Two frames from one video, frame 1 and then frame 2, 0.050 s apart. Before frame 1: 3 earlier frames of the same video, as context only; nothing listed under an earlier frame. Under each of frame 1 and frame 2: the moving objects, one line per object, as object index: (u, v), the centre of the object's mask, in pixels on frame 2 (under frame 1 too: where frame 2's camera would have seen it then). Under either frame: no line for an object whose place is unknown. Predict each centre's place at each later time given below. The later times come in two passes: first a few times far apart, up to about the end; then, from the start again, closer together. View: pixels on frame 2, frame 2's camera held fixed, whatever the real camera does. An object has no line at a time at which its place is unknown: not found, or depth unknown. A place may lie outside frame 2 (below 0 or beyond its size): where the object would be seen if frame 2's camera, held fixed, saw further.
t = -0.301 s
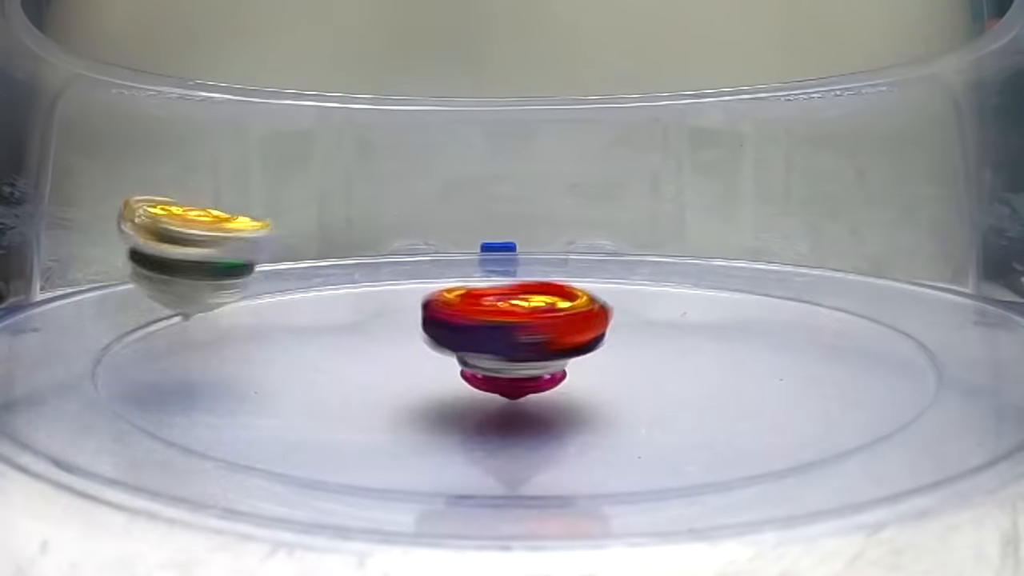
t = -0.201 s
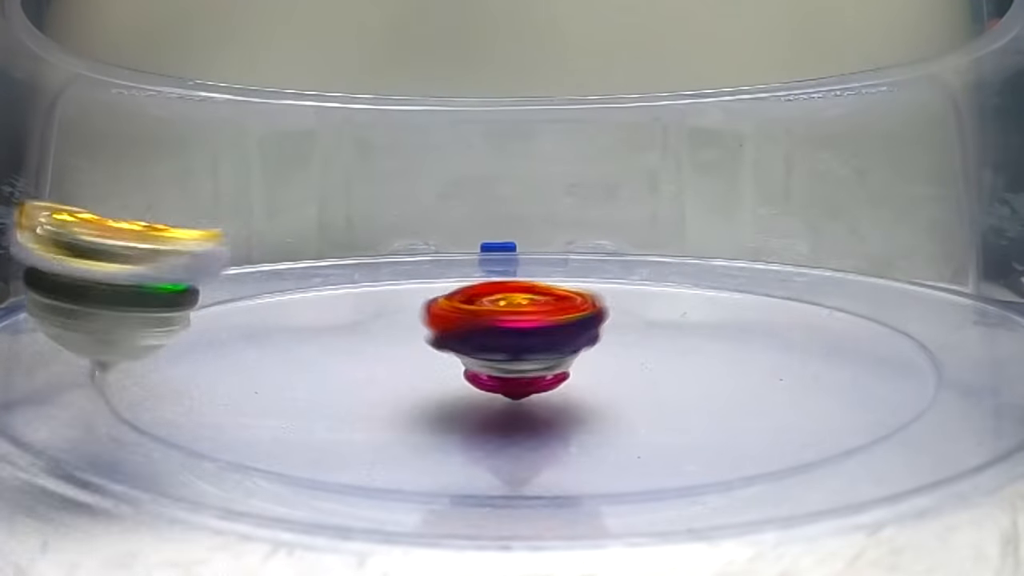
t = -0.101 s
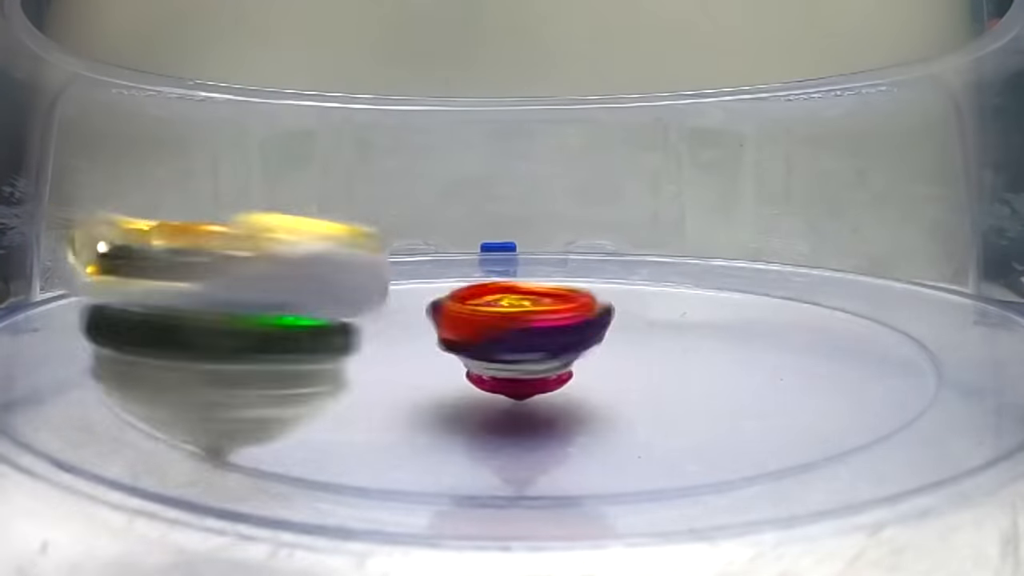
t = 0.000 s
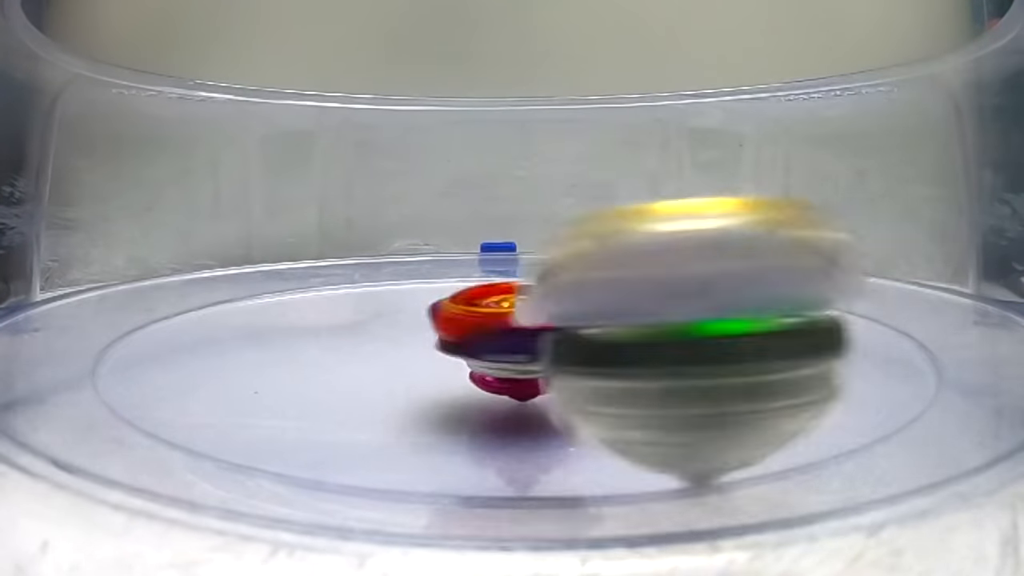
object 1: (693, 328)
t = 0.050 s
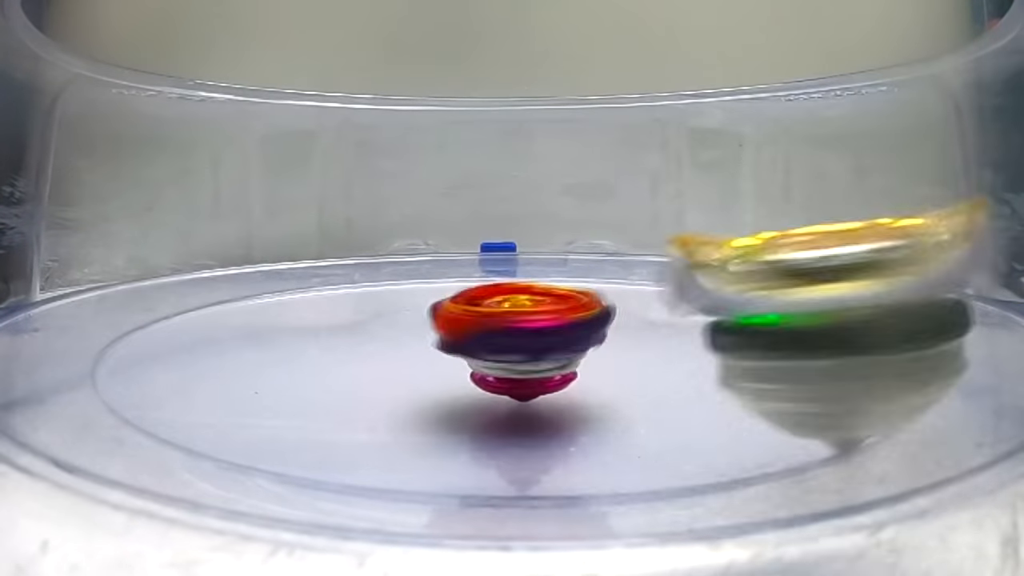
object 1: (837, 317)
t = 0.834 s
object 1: (142, 302)
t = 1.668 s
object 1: (180, 256)
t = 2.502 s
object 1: (389, 235)
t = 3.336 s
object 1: (640, 236)
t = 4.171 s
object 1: (852, 256)
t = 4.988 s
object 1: (863, 311)
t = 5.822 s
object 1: (192, 317)
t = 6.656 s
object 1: (176, 256)
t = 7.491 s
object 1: (426, 236)
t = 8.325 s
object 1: (692, 238)
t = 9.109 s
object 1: (920, 287)
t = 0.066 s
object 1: (882, 306)
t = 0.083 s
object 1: (904, 299)
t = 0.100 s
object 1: (919, 296)
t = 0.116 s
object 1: (924, 288)
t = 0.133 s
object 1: (923, 280)
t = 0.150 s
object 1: (918, 276)
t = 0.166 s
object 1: (910, 270)
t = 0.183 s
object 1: (904, 267)
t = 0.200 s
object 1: (883, 264)
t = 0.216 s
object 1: (869, 261)
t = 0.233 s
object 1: (851, 256)
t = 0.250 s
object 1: (832, 253)
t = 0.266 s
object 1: (808, 247)
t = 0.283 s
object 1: (785, 245)
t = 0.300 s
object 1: (762, 242)
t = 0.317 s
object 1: (749, 242)
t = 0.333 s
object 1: (721, 239)
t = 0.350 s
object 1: (696, 238)
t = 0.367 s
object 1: (670, 236)
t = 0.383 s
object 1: (645, 236)
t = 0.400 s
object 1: (618, 234)
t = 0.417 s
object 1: (591, 234)
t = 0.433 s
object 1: (564, 234)
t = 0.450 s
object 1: (536, 234)
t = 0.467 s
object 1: (503, 234)
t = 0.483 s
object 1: (491, 234)
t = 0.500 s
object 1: (454, 234)
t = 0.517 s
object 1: (428, 235)
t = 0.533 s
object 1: (400, 235)
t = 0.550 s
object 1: (374, 237)
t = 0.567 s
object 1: (347, 237)
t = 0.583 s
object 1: (321, 238)
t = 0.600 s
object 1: (295, 241)
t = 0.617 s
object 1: (270, 243)
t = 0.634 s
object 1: (240, 246)
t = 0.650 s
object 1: (217, 248)
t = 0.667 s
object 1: (198, 253)
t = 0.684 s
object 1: (176, 256)
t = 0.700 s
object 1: (159, 262)
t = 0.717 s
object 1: (151, 262)
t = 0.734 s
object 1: (132, 268)
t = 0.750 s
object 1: (120, 272)
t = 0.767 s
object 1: (113, 277)
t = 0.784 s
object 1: (109, 283)
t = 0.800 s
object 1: (113, 289)
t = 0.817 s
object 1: (122, 295)
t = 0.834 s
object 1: (142, 302)
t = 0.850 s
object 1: (170, 310)
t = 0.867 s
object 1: (209, 317)
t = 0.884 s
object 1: (260, 322)
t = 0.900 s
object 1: (326, 328)
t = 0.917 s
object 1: (401, 333)
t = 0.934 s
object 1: (507, 332)
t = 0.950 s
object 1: (591, 333)
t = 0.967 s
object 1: (672, 328)
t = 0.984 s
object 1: (695, 327)
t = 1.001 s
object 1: (777, 324)
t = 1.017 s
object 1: (824, 319)
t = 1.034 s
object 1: (862, 311)
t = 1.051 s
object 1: (889, 303)
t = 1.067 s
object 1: (914, 296)
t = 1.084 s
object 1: (920, 290)
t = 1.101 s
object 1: (924, 283)
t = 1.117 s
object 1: (924, 282)
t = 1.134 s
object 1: (916, 272)
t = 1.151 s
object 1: (906, 268)
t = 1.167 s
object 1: (893, 264)
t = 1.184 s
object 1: (878, 261)
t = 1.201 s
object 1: (861, 256)
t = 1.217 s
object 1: (843, 253)
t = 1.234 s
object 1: (824, 249)
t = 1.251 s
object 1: (811, 249)
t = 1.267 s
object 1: (781, 244)
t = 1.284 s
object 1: (758, 242)
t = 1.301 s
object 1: (734, 240)
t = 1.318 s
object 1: (710, 239)
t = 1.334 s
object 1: (685, 237)
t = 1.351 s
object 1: (652, 236)
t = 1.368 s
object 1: (627, 234)
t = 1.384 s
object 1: (600, 234)
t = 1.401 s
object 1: (574, 234)
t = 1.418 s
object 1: (547, 234)
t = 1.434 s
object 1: (521, 235)
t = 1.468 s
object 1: (474, 234)
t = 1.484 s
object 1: (448, 235)
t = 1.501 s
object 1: (414, 235)
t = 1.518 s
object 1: (386, 235)
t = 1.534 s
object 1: (360, 236)
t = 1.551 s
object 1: (348, 239)
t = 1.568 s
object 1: (317, 239)
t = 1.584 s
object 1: (293, 242)
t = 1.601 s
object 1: (269, 243)
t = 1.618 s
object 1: (245, 246)
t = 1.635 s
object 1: (221, 249)
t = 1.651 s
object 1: (200, 252)
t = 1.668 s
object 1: (180, 256)
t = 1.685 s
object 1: (167, 261)
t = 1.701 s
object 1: (146, 264)
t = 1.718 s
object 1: (131, 270)
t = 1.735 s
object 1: (118, 273)
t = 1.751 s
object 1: (110, 280)
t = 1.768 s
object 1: (107, 286)
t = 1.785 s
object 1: (112, 293)
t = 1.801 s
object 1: (122, 300)
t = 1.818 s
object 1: (143, 305)
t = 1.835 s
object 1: (175, 314)
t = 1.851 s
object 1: (214, 318)
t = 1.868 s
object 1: (270, 323)
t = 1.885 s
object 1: (342, 325)
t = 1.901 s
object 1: (426, 331)
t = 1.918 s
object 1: (515, 331)
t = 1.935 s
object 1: (602, 332)
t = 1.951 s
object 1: (626, 330)
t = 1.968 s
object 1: (725, 330)
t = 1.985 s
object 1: (782, 324)
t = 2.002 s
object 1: (829, 318)
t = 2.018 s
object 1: (880, 308)
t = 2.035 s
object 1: (899, 302)
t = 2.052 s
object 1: (912, 295)
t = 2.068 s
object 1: (919, 289)
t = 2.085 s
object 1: (926, 286)
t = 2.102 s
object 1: (923, 279)
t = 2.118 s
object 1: (916, 274)
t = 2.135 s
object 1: (907, 271)
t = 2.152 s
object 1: (892, 266)
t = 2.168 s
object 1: (876, 264)
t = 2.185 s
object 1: (859, 258)
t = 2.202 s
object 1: (841, 255)
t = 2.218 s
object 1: (821, 251)
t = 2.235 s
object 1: (801, 247)
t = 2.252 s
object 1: (778, 244)
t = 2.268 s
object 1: (756, 243)
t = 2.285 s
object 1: (732, 240)
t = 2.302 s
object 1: (709, 239)
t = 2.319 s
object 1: (684, 237)
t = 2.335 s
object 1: (659, 236)
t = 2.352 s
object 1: (633, 235)
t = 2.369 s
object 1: (608, 234)
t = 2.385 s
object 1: (590, 233)
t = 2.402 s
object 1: (556, 234)
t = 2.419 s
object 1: (529, 234)
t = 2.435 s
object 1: (503, 234)
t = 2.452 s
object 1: (476, 234)
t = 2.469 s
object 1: (450, 235)
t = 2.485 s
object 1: (423, 235)
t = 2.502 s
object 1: (389, 235)
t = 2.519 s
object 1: (363, 236)
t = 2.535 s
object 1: (337, 238)
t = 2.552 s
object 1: (312, 239)
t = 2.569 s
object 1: (287, 242)
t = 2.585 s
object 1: (263, 244)
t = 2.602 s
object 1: (239, 246)
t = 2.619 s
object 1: (218, 249)
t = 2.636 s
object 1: (197, 253)
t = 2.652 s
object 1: (178, 256)
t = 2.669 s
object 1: (159, 260)
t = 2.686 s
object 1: (144, 265)
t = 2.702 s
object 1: (130, 269)
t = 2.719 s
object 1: (118, 274)
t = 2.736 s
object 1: (110, 279)
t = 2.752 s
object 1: (110, 282)
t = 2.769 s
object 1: (112, 288)
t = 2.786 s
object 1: (123, 295)
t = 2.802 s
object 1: (140, 302)
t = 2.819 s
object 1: (168, 310)
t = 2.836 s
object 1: (200, 317)
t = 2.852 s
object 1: (244, 323)
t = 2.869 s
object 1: (304, 325)
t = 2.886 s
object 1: (375, 329)
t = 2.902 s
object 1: (476, 333)
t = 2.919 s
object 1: (562, 332)
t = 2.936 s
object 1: (644, 329)
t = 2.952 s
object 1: (714, 328)
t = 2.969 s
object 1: (782, 321)
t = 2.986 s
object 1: (836, 318)
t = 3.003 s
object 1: (875, 310)
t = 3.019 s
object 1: (895, 304)
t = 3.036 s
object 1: (910, 296)
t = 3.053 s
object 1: (913, 295)
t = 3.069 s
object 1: (919, 285)
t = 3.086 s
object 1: (921, 280)
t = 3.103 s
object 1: (918, 274)
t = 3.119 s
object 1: (909, 270)
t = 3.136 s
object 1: (897, 267)
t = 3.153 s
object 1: (882, 264)
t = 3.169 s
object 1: (864, 260)
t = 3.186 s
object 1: (845, 257)
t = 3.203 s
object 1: (825, 252)
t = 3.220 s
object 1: (805, 248)
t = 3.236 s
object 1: (783, 245)
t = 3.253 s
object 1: (756, 244)
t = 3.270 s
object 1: (732, 241)
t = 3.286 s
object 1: (721, 239)
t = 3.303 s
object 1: (690, 237)
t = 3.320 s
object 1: (665, 236)
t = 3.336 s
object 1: (640, 236)
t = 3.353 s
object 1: (614, 234)
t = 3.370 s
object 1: (581, 233)
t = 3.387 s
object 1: (554, 233)
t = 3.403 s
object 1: (527, 234)
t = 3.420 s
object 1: (501, 234)
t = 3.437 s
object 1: (476, 235)
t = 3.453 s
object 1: (459, 234)
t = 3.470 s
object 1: (430, 237)
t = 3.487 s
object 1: (401, 236)
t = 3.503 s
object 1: (374, 237)
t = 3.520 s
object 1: (346, 237)
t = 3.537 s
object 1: (319, 240)
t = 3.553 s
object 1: (305, 239)
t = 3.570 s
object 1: (274, 242)
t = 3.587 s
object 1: (251, 244)
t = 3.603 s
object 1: (228, 247)
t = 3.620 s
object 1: (206, 251)
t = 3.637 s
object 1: (186, 254)
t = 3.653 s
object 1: (169, 258)
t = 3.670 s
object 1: (152, 262)
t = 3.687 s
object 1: (137, 267)
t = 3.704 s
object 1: (124, 272)
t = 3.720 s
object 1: (120, 274)
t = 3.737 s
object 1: (109, 282)
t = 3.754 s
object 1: (111, 288)
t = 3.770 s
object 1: (118, 293)
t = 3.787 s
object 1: (141, 304)
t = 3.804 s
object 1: (167, 311)
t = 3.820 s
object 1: (206, 315)
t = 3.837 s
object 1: (252, 322)
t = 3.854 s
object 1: (270, 324)
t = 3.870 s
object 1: (356, 327)
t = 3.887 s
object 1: (436, 331)
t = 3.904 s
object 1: (529, 330)
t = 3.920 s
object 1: (624, 331)
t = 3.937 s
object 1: (707, 325)
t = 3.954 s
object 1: (775, 324)
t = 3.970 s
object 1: (826, 316)
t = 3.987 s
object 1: (837, 315)
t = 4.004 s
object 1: (880, 306)
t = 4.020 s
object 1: (901, 301)
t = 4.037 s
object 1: (915, 295)
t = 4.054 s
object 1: (921, 291)
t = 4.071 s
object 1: (925, 283)
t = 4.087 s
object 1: (922, 277)
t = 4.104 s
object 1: (911, 270)
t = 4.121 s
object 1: (903, 268)
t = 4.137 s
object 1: (888, 262)
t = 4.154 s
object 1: (871, 260)
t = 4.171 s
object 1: (852, 256)
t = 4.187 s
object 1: (835, 251)
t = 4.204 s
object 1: (809, 248)
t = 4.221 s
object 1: (789, 246)
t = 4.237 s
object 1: (767, 244)
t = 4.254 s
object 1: (745, 241)
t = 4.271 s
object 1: (722, 240)
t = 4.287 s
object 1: (698, 238)
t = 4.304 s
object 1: (672, 238)
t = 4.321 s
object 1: (659, 236)
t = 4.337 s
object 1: (626, 235)
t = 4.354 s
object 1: (602, 234)
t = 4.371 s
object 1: (577, 234)
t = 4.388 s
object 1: (551, 234)
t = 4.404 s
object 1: (524, 234)
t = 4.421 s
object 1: (500, 235)
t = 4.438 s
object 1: (466, 234)
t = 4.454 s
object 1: (451, 235)
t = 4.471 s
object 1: (420, 235)
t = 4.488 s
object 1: (393, 237)
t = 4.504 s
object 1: (367, 236)
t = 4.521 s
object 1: (342, 237)
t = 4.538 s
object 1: (316, 238)
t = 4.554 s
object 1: (292, 241)
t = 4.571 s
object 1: (269, 243)
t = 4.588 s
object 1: (247, 246)
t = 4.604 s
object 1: (216, 249)
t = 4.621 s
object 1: (197, 253)
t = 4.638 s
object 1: (179, 256)
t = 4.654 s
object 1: (168, 257)
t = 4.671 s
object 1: (149, 264)
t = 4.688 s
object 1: (133, 266)
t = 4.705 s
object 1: (122, 272)
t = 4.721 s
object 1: (114, 276)
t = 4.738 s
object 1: (111, 284)
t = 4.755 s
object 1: (115, 290)
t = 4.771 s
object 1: (123, 296)
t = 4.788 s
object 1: (131, 302)
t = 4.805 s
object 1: (155, 310)
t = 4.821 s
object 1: (198, 316)
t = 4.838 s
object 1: (244, 321)
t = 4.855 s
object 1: (305, 325)
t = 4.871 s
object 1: (373, 333)
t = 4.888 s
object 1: (438, 334)
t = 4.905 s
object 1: (521, 332)
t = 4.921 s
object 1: (601, 331)
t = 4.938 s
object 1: (699, 326)
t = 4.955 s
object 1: (764, 324)
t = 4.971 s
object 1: (824, 318)
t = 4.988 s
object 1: (863, 311)
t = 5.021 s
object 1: (905, 301)
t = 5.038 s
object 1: (914, 293)
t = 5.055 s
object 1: (924, 291)
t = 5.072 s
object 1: (924, 284)
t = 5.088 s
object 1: (922, 277)
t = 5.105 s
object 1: (911, 270)
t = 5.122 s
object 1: (901, 267)
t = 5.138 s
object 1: (888, 263)
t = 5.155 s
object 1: (871, 260)
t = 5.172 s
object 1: (857, 256)
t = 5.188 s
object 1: (839, 252)
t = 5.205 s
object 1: (818, 250)
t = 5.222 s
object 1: (796, 248)
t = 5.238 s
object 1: (774, 246)
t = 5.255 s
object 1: (751, 242)
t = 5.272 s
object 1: (728, 241)
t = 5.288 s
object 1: (705, 238)
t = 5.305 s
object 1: (681, 237)
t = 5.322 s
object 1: (657, 236)
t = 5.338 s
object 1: (633, 235)
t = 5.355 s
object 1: (601, 234)
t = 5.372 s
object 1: (575, 234)
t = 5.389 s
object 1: (549, 235)
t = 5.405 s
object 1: (523, 236)
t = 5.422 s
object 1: (495, 236)
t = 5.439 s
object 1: (468, 235)
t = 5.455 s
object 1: (457, 235)
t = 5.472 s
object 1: (425, 235)
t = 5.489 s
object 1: (399, 236)
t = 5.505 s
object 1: (374, 238)
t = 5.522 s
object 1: (349, 238)
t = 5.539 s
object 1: (317, 240)
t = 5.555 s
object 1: (294, 241)
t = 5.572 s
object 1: (268, 245)
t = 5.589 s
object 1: (255, 244)
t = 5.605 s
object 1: (226, 248)
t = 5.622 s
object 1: (206, 251)
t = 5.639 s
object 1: (180, 256)
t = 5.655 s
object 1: (163, 259)
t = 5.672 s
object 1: (147, 263)
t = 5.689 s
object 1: (134, 269)
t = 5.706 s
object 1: (122, 273)
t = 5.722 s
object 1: (116, 274)
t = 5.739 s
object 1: (110, 281)
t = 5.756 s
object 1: (110, 287)
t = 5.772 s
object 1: (116, 292)
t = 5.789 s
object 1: (131, 299)
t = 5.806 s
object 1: (153, 307)
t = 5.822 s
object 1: (192, 317)
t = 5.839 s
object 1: (237, 319)
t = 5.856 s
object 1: (293, 326)
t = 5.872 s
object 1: (347, 331)
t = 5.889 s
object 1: (447, 336)
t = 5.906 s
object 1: (527, 333)
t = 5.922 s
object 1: (607, 329)
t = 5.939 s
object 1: (659, 334)
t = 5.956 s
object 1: (747, 326)
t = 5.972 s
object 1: (793, 323)
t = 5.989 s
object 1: (839, 315)
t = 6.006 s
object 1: (879, 307)
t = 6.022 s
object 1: (902, 301)
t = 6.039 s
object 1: (914, 296)
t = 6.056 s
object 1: (923, 289)
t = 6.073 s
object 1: (923, 281)
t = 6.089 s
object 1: (920, 275)
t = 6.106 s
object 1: (913, 271)
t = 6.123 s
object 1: (901, 267)
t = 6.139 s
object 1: (887, 263)
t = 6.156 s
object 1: (872, 262)
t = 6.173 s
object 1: (854, 257)
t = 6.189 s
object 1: (836, 253)
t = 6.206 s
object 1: (815, 249)
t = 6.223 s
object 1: (796, 246)
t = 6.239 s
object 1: (775, 244)
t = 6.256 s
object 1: (753, 242)
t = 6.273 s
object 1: (730, 241)
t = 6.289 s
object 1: (716, 239)
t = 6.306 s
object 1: (686, 237)
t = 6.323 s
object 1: (662, 236)
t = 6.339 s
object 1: (638, 236)
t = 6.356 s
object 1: (612, 235)
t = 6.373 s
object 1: (588, 234)
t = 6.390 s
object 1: (561, 236)
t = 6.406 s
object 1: (532, 234)
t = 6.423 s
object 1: (507, 235)
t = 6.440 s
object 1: (482, 234)
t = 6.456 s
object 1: (456, 234)
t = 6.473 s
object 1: (424, 235)
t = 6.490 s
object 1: (398, 236)
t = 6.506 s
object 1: (373, 236)
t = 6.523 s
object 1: (349, 237)
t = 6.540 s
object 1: (324, 240)
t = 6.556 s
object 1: (296, 240)
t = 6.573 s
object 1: (272, 243)
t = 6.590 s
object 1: (248, 245)
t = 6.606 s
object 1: (226, 248)
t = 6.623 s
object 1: (207, 251)
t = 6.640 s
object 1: (189, 255)
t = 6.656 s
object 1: (176, 256)
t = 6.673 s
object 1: (154, 260)
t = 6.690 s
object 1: (140, 265)
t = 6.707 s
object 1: (128, 270)
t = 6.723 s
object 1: (116, 273)
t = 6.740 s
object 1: (111, 280)
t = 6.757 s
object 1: (110, 287)
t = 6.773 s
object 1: (116, 295)
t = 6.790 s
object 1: (124, 296)
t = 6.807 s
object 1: (149, 304)
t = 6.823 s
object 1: (171, 310)
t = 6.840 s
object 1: (211, 317)
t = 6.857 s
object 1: (262, 321)
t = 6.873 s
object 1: (340, 329)
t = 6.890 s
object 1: (415, 331)
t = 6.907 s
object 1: (515, 332)
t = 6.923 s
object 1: (541, 332)
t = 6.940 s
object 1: (641, 328)
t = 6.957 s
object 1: (727, 326)
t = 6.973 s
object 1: (788, 320)
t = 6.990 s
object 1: (832, 319)
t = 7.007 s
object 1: (861, 311)
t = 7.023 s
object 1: (890, 303)
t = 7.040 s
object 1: (908, 301)
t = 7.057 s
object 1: (921, 293)
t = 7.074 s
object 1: (921, 285)
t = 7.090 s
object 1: (923, 279)
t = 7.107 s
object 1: (917, 274)
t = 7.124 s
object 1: (909, 269)
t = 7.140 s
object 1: (894, 265)
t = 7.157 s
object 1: (883, 263)
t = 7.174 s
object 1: (864, 259)
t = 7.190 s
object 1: (848, 255)
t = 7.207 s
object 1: (830, 251)
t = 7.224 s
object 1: (811, 248)
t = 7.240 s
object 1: (791, 245)
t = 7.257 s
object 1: (767, 245)
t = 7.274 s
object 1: (744, 241)
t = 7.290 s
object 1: (721, 240)
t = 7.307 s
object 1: (698, 237)
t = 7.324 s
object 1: (675, 237)
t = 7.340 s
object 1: (651, 236)
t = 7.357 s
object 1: (630, 235)
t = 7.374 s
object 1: (599, 235)
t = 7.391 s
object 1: (572, 233)
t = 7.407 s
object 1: (548, 235)
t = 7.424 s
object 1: (524, 236)
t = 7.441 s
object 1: (499, 235)
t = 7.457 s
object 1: (473, 235)
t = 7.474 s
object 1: (441, 235)
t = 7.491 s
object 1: (426, 236)
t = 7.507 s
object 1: (393, 235)
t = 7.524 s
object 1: (368, 236)
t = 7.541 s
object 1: (343, 238)
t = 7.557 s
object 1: (321, 239)
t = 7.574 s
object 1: (297, 243)
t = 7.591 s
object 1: (269, 243)
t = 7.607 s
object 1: (246, 245)
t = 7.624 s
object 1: (224, 247)
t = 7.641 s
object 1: (198, 252)
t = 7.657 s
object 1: (180, 256)
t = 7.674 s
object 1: (164, 260)
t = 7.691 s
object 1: (148, 265)
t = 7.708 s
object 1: (133, 269)
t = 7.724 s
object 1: (121, 273)
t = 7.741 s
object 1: (114, 277)
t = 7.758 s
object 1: (111, 281)
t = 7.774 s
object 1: (109, 289)
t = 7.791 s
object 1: (118, 294)
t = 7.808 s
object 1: (134, 299)
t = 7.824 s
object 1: (154, 306)
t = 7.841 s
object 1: (180, 312)
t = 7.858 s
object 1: (219, 318)
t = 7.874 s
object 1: (284, 326)
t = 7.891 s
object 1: (353, 327)
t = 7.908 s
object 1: (422, 336)
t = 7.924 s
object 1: (491, 334)
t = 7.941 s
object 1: (573, 331)
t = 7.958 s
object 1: (668, 331)
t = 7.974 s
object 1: (748, 325)
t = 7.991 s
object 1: (805, 320)
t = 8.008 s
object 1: (840, 317)
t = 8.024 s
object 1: (871, 308)
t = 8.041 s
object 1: (894, 305)
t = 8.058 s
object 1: (904, 300)
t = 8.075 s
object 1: (916, 294)
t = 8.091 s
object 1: (920, 285)
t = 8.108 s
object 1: (921, 281)
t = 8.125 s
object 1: (917, 276)
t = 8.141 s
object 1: (907, 270)
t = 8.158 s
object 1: (896, 265)
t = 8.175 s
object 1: (879, 263)
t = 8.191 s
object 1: (867, 259)
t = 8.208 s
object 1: (849, 255)
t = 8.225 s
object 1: (828, 253)
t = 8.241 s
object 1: (807, 248)
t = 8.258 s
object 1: (789, 245)
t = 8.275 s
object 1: (767, 244)
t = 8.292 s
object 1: (746, 241)
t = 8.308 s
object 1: (717, 240)
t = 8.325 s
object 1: (692, 238)
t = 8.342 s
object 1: (667, 237)
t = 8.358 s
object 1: (641, 236)
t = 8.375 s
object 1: (619, 235)
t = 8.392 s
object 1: (594, 234)
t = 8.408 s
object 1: (570, 234)
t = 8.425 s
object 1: (541, 235)
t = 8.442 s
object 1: (514, 234)
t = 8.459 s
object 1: (505, 235)
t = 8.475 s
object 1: (473, 235)
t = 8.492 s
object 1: (448, 235)
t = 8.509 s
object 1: (419, 236)
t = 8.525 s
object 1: (393, 235)
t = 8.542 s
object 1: (369, 236)
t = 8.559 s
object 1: (345, 237)
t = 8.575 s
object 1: (322, 239)
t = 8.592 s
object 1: (296, 242)
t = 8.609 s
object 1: (270, 242)
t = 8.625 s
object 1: (248, 245)
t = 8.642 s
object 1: (227, 248)
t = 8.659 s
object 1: (199, 251)
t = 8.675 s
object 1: (182, 256)
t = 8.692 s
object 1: (171, 257)
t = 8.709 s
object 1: (151, 263)
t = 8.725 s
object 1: (138, 267)
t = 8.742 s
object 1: (126, 271)
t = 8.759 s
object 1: (117, 277)
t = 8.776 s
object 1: (111, 282)
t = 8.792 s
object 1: (113, 290)
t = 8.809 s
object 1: (121, 294)
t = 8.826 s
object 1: (125, 297)
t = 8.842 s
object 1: (147, 305)
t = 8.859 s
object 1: (185, 316)
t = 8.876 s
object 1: (228, 318)
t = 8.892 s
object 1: (273, 326)
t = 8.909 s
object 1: (330, 326)
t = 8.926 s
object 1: (405, 328)
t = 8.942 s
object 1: (499, 334)
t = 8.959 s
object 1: (579, 334)
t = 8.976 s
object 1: (642, 331)
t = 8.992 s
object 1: (712, 327)
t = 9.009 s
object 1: (789, 321)
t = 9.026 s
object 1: (832, 317)
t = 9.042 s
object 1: (860, 312)
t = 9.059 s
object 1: (887, 304)
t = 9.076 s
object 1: (909, 297)
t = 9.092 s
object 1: (916, 294)
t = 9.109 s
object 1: (920, 287)
